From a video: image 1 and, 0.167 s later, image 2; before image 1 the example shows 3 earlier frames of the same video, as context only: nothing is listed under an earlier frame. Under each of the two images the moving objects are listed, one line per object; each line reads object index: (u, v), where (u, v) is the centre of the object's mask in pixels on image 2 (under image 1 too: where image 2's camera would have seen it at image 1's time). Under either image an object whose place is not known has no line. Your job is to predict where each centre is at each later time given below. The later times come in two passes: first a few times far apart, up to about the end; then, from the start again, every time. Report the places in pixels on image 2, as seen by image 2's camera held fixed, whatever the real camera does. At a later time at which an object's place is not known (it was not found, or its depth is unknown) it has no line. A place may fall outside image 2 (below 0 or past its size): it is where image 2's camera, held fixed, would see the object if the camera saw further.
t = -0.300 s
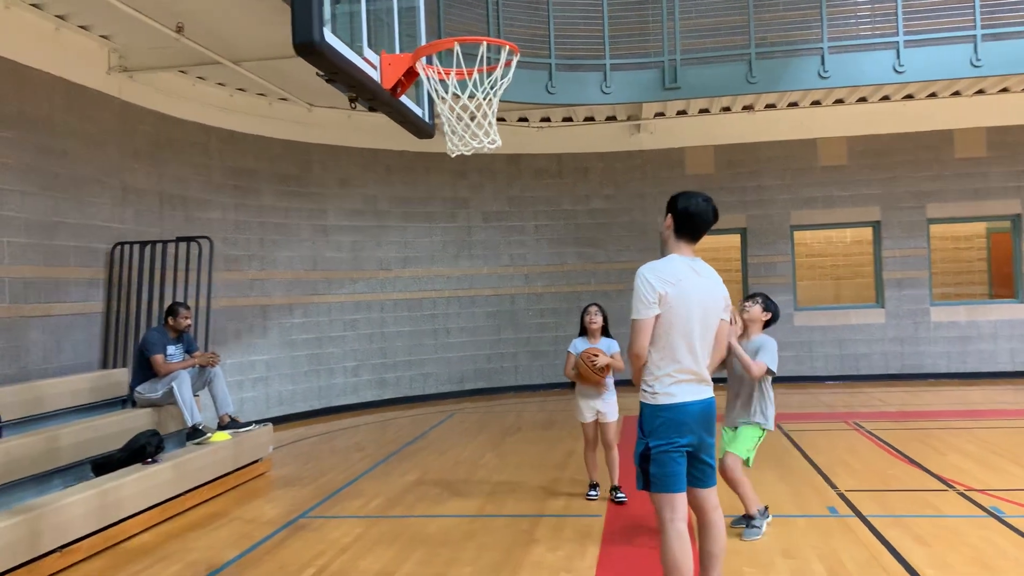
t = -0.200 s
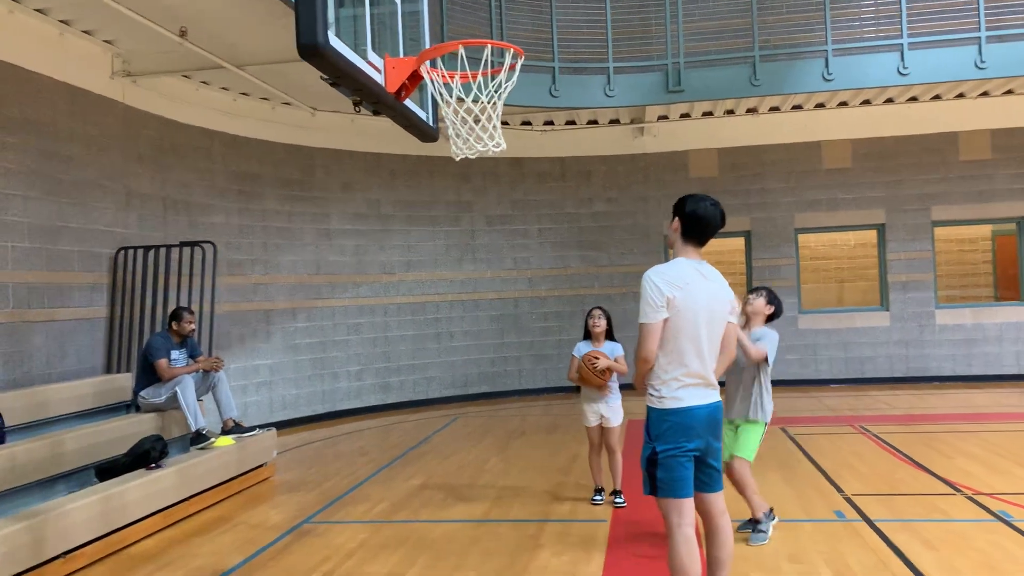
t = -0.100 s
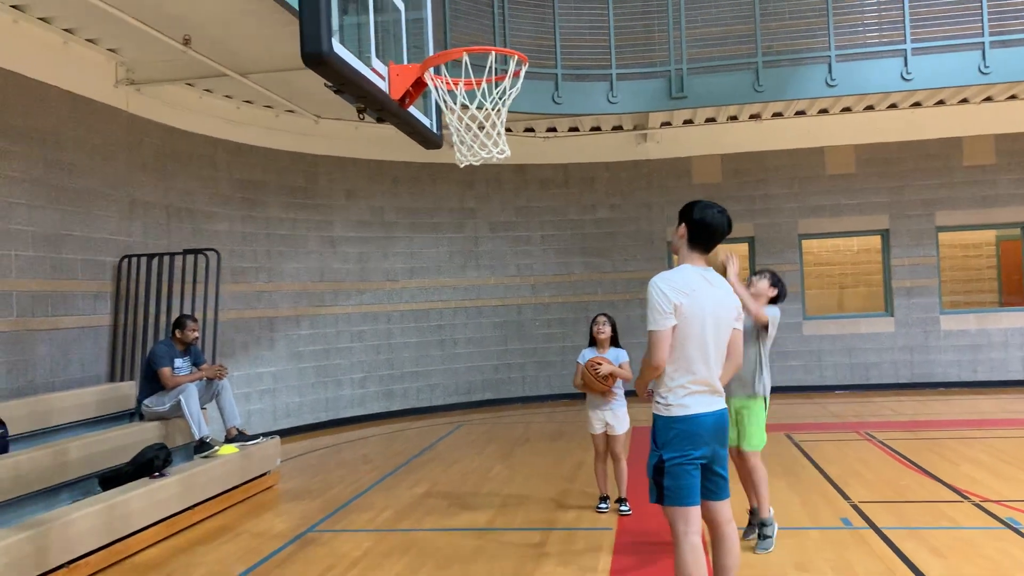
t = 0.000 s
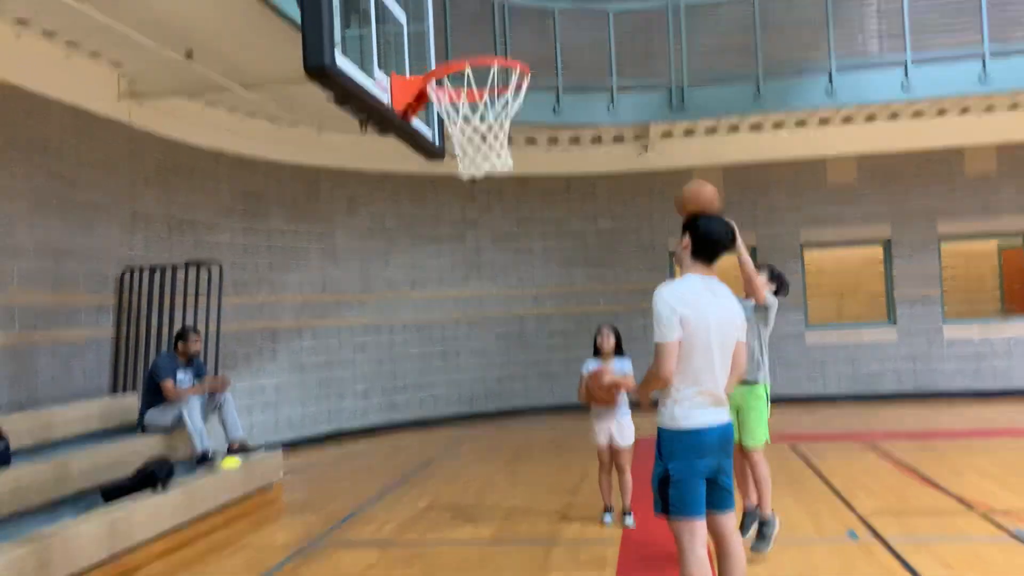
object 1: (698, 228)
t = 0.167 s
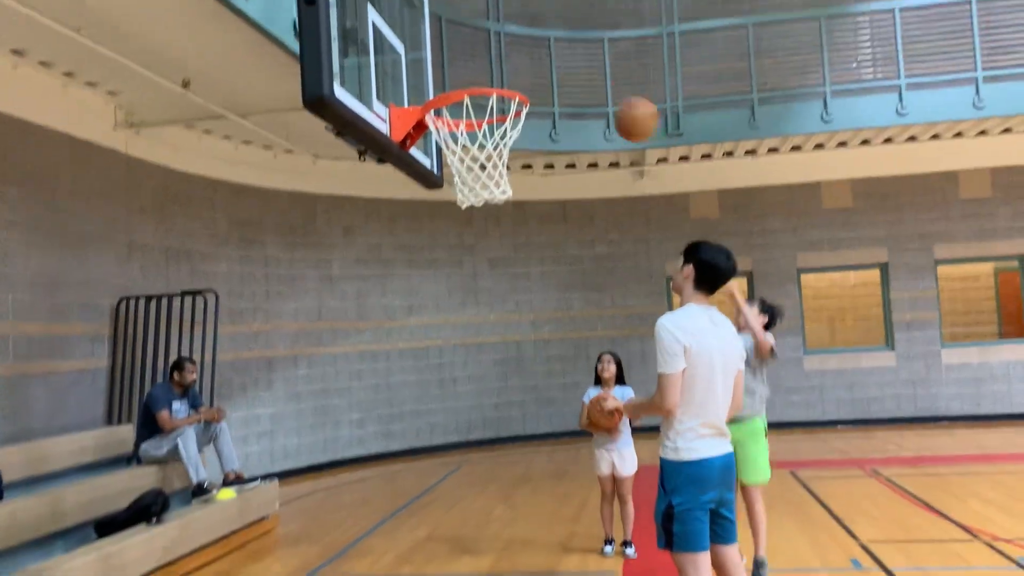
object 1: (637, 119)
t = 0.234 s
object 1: (613, 88)
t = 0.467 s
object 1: (529, 33)
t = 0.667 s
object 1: (456, 68)
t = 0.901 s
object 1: (455, 53)
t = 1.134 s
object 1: (508, 90)
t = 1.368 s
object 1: (486, 119)
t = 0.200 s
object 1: (626, 103)
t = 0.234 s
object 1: (613, 88)
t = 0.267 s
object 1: (602, 75)
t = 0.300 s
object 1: (589, 63)
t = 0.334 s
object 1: (578, 54)
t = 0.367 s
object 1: (566, 45)
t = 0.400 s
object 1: (554, 39)
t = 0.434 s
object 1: (542, 35)
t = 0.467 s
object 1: (529, 33)
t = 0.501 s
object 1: (518, 34)
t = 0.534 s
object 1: (506, 37)
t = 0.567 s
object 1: (492, 41)
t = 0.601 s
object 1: (480, 47)
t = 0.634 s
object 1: (469, 57)
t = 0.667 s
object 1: (456, 68)
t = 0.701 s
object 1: (442, 78)
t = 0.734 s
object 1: (430, 85)
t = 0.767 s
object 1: (428, 77)
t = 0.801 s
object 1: (435, 68)
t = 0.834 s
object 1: (441, 61)
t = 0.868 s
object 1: (447, 56)
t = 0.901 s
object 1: (455, 53)
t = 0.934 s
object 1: (461, 52)
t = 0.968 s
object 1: (468, 54)
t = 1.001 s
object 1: (476, 58)
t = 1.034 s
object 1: (483, 63)
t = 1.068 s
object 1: (492, 69)
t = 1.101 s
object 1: (499, 75)
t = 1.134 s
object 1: (508, 90)
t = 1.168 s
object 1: (503, 87)
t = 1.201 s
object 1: (500, 85)
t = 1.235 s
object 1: (498, 86)
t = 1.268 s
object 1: (496, 88)
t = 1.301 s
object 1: (491, 96)
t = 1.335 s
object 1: (488, 107)
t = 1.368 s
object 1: (486, 119)
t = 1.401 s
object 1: (486, 124)
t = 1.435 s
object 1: (488, 137)
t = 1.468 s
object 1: (489, 151)
